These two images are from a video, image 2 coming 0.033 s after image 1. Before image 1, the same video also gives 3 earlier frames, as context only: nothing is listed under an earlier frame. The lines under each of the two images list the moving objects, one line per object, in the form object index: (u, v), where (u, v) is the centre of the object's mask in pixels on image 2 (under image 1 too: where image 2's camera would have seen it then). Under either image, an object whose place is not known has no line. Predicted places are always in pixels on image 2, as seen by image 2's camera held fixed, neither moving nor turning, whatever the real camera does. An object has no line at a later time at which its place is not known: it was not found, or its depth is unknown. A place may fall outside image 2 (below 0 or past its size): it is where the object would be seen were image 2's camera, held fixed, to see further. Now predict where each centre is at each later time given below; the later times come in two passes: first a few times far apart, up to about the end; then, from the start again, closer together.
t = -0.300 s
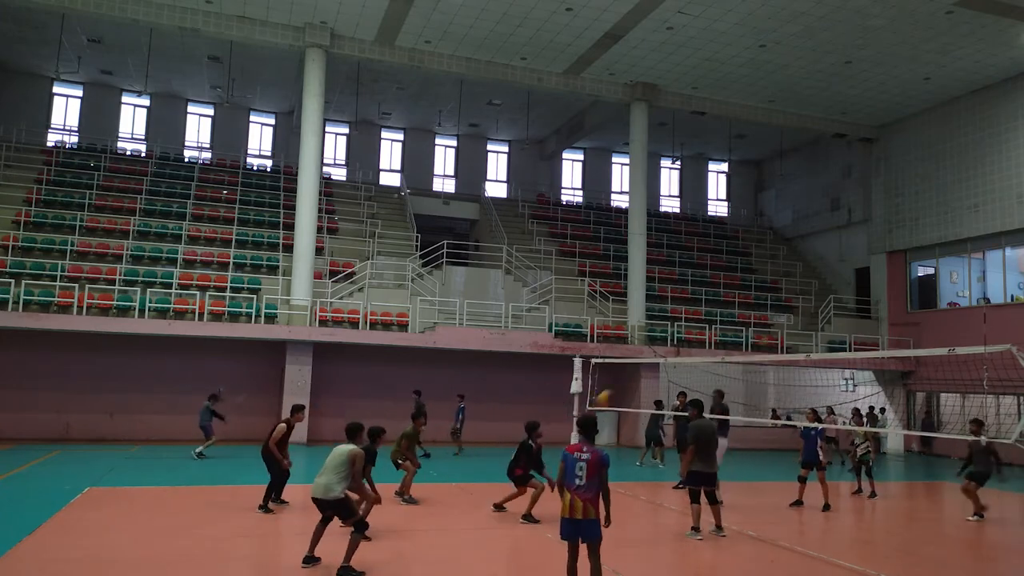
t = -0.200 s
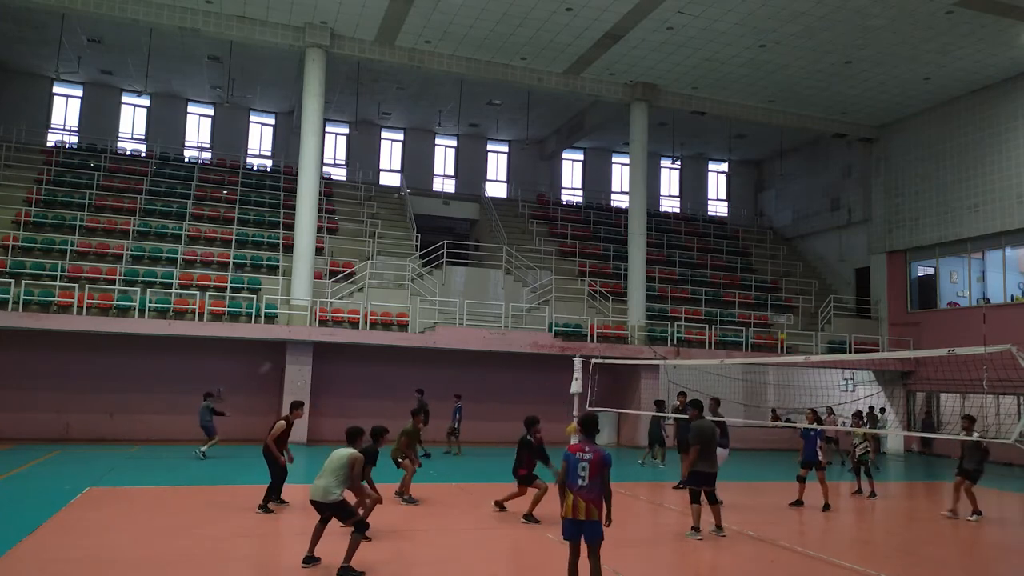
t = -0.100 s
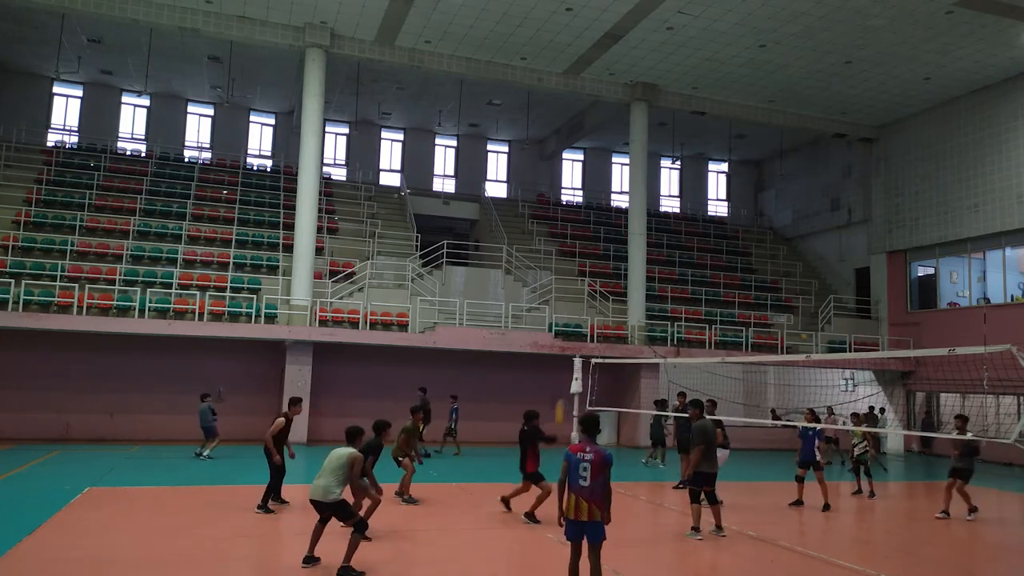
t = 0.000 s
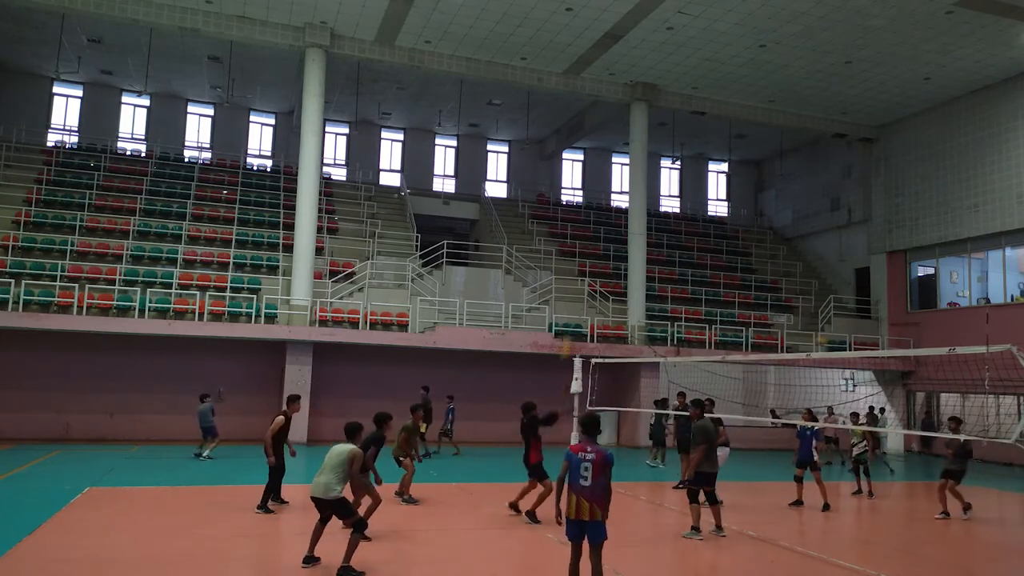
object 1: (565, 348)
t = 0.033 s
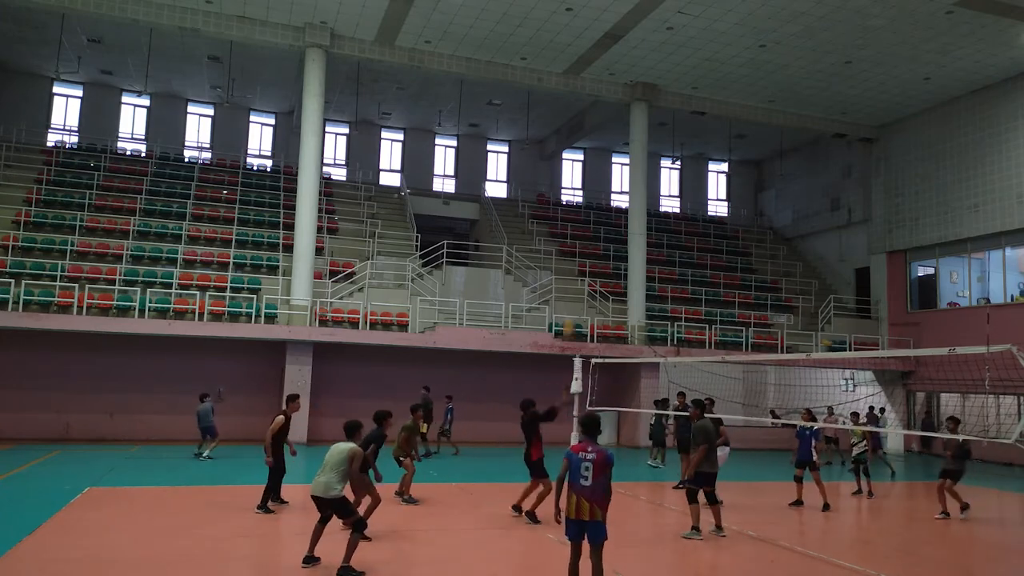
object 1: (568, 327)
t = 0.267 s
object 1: (578, 212)
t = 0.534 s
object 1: (587, 117)
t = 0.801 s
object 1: (594, 73)
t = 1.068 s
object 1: (598, 78)
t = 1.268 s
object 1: (601, 115)
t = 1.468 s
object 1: (603, 187)
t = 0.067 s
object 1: (571, 309)
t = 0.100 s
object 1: (572, 291)
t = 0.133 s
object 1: (573, 271)
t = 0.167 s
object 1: (575, 253)
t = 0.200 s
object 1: (576, 238)
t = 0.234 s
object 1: (578, 224)
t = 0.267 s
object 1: (578, 212)
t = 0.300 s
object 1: (579, 197)
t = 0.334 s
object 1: (581, 183)
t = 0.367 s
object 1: (582, 168)
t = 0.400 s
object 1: (584, 156)
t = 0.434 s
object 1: (584, 145)
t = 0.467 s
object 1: (585, 134)
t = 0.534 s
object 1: (587, 117)
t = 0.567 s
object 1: (588, 110)
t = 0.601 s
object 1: (588, 102)
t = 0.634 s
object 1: (589, 95)
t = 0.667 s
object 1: (590, 90)
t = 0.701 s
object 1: (591, 84)
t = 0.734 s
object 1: (592, 80)
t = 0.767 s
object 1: (593, 76)
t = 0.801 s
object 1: (594, 73)
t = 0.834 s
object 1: (594, 71)
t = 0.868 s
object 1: (595, 69)
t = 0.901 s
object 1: (595, 69)
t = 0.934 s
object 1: (596, 69)
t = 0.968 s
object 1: (596, 70)
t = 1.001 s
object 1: (596, 71)
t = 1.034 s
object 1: (597, 74)
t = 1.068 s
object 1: (598, 78)
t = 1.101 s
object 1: (599, 81)
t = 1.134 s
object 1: (599, 86)
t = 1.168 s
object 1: (600, 92)
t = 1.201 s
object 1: (600, 99)
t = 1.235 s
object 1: (601, 106)
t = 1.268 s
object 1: (601, 115)
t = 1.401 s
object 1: (602, 158)
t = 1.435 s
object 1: (602, 171)
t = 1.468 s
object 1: (603, 187)
